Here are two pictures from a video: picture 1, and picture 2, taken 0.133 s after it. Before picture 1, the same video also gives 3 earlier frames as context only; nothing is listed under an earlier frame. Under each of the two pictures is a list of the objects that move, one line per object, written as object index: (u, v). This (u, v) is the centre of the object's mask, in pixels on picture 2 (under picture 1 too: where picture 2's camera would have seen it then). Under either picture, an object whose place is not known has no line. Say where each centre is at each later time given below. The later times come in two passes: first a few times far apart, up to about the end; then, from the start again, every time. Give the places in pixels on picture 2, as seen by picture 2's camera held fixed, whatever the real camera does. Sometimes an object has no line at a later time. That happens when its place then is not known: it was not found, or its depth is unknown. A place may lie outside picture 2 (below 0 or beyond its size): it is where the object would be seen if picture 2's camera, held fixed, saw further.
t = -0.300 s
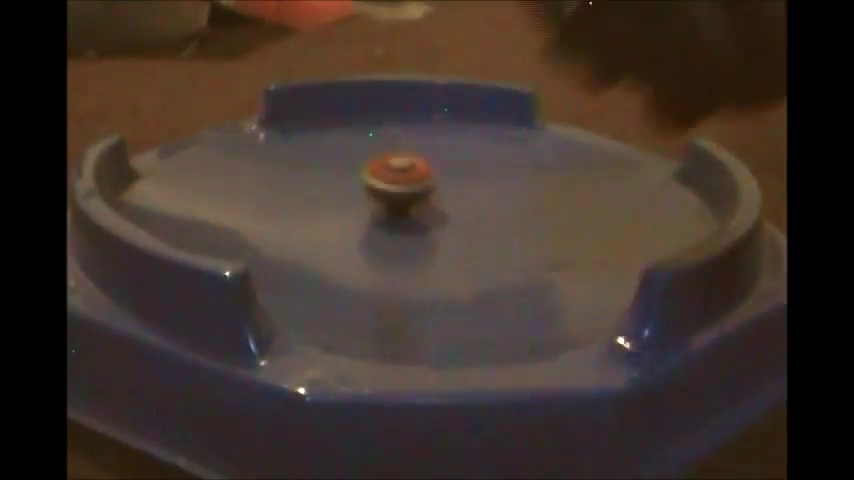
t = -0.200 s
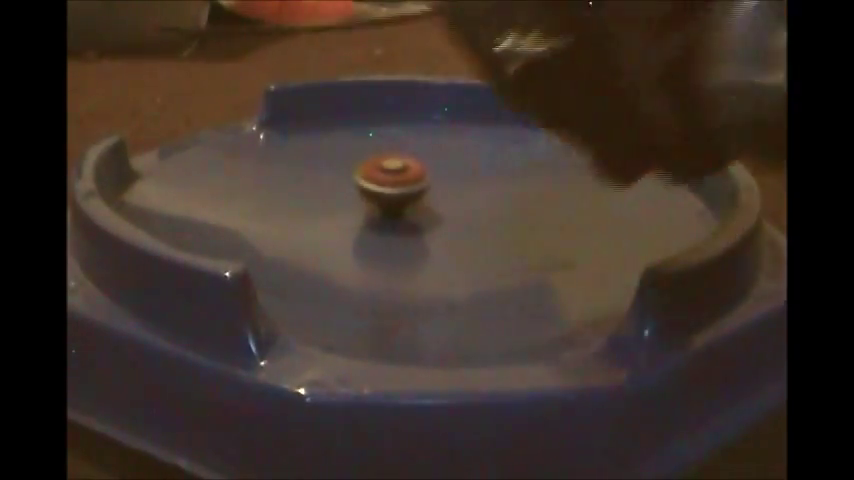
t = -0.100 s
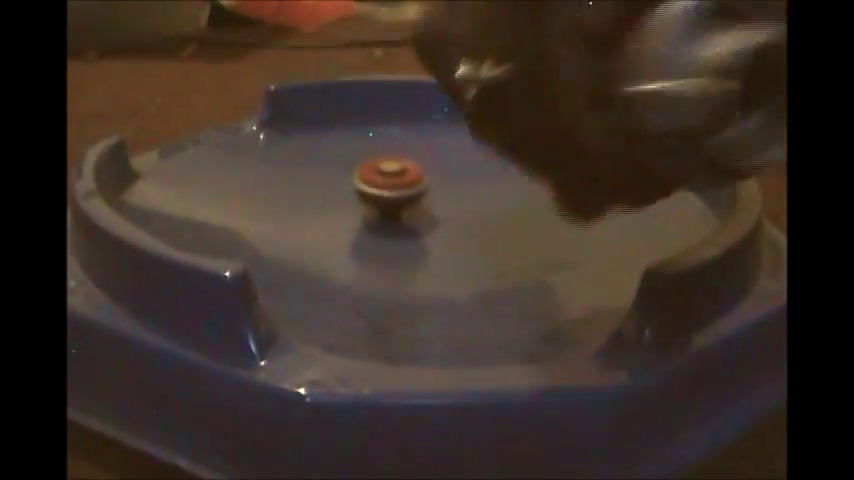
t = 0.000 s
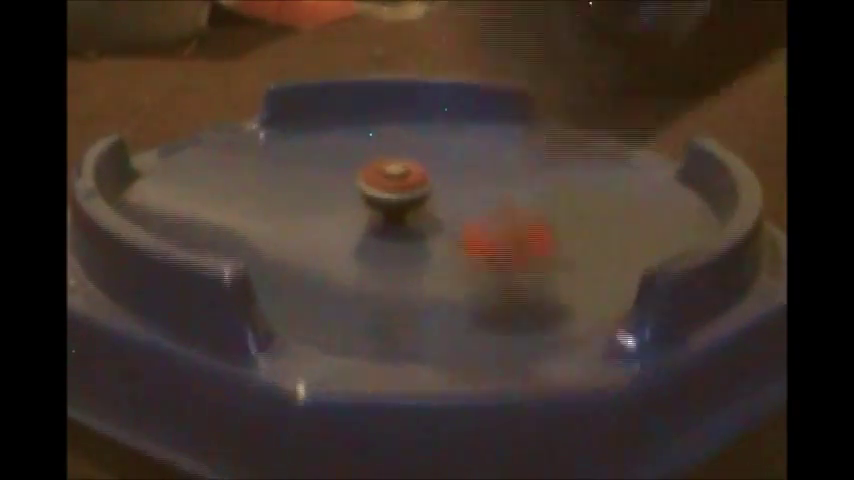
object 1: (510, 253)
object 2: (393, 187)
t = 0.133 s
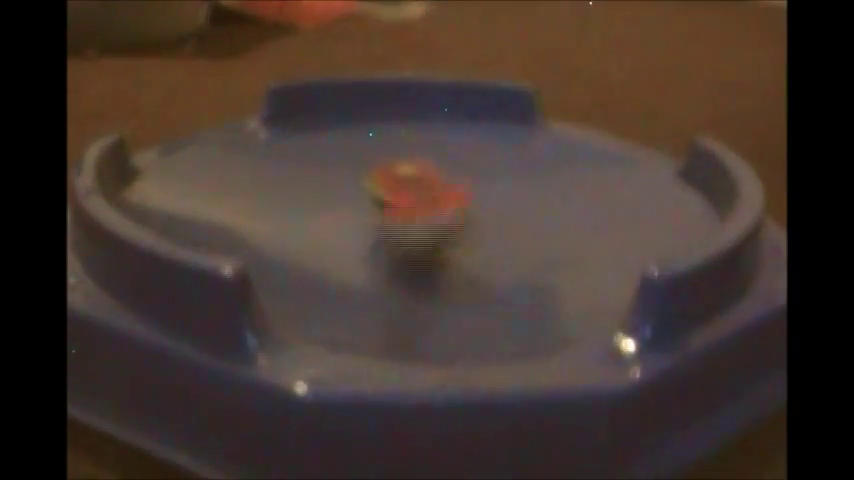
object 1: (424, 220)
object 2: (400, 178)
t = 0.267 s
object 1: (342, 213)
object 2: (435, 184)
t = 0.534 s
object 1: (179, 217)
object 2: (517, 163)
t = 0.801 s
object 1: (462, 302)
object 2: (428, 172)
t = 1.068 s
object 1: (493, 212)
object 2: (404, 205)
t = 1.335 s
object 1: (472, 185)
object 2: (173, 134)
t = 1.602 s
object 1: (174, 152)
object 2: (308, 216)
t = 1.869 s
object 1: (367, 256)
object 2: (414, 224)
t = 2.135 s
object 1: (571, 178)
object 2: (462, 209)
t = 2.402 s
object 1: (344, 105)
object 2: (495, 187)
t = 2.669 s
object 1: (186, 203)
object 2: (468, 169)
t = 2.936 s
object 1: (611, 254)
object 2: (427, 178)
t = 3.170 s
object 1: (597, 135)
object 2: (445, 198)
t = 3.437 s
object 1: (311, 131)
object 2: (489, 220)
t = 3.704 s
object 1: (213, 231)
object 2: (524, 230)
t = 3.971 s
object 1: (557, 272)
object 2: (540, 216)
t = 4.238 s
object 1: (501, 216)
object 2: (493, 176)
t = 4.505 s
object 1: (275, 225)
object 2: (408, 168)
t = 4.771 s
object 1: (455, 283)
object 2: (343, 176)
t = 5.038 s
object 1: (531, 187)
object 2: (327, 191)
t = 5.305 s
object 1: (286, 130)
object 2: (329, 204)
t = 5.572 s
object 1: (236, 208)
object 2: (344, 217)
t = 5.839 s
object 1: (431, 286)
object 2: (557, 175)
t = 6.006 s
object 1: (613, 234)
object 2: (535, 159)
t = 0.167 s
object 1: (408, 201)
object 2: (396, 174)
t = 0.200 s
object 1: (400, 195)
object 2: (417, 221)
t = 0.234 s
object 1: (394, 196)
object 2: (425, 198)
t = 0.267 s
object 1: (342, 213)
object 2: (435, 184)
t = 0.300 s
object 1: (306, 223)
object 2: (457, 177)
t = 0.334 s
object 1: (265, 214)
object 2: (479, 182)
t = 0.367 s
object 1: (230, 217)
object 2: (496, 175)
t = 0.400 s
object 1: (204, 209)
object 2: (512, 171)
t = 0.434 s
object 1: (181, 209)
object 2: (522, 167)
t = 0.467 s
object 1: (170, 208)
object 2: (524, 165)
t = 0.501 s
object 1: (168, 209)
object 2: (522, 164)
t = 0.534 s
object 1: (179, 217)
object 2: (517, 163)
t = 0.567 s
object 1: (201, 228)
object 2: (507, 163)
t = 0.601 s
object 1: (222, 235)
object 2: (496, 162)
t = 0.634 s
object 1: (248, 246)
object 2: (484, 162)
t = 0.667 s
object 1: (280, 260)
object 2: (471, 163)
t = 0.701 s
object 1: (312, 274)
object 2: (459, 164)
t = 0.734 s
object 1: (354, 286)
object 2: (448, 167)
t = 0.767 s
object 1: (405, 294)
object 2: (438, 170)
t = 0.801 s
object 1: (462, 302)
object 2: (428, 172)
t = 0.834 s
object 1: (516, 295)
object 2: (421, 175)
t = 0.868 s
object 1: (570, 285)
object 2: (414, 179)
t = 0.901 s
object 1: (577, 276)
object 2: (410, 184)
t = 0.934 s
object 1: (577, 267)
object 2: (408, 186)
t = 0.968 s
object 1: (565, 254)
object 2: (408, 191)
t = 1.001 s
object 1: (547, 243)
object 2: (408, 195)
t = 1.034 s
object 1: (518, 225)
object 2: (409, 199)
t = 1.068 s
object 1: (493, 212)
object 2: (404, 205)
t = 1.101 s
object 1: (505, 194)
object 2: (358, 180)
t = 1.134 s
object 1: (515, 194)
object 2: (311, 185)
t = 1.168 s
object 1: (522, 194)
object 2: (269, 177)
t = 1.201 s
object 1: (522, 191)
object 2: (234, 164)
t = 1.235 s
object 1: (518, 189)
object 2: (198, 149)
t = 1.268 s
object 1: (507, 188)
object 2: (166, 143)
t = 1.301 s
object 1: (493, 188)
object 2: (168, 132)
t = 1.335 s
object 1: (472, 185)
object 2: (173, 134)
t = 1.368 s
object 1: (445, 180)
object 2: (185, 145)
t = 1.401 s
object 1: (412, 185)
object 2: (198, 153)
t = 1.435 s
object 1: (374, 179)
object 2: (214, 161)
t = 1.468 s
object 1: (337, 164)
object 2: (229, 173)
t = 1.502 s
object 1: (301, 159)
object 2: (249, 188)
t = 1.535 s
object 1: (249, 149)
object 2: (265, 198)
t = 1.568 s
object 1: (210, 149)
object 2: (287, 207)
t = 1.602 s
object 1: (174, 152)
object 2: (308, 216)
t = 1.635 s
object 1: (174, 152)
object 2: (327, 223)
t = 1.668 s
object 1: (187, 174)
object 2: (345, 228)
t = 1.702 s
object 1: (202, 189)
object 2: (359, 230)
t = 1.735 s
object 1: (217, 204)
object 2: (372, 231)
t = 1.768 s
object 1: (242, 222)
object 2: (381, 233)
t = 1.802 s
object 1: (272, 233)
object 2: (391, 232)
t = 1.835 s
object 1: (315, 250)
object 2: (399, 232)
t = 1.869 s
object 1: (367, 256)
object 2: (414, 224)
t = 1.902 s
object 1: (414, 263)
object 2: (417, 215)
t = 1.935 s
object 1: (460, 259)
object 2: (419, 215)
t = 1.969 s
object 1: (501, 253)
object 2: (429, 221)
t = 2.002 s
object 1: (537, 244)
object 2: (437, 218)
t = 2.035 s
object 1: (562, 230)
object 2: (444, 216)
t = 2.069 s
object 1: (574, 213)
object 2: (450, 214)
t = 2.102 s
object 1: (578, 196)
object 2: (456, 211)
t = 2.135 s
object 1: (571, 178)
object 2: (462, 209)
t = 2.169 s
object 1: (557, 161)
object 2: (468, 208)
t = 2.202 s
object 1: (539, 145)
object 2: (474, 206)
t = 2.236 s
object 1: (515, 130)
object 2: (480, 204)
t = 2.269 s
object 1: (485, 117)
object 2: (485, 201)
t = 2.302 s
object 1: (453, 107)
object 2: (488, 198)
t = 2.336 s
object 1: (417, 103)
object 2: (492, 195)
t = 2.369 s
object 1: (378, 103)
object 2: (495, 191)
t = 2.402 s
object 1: (344, 105)
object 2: (495, 187)
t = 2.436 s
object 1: (309, 109)
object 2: (495, 184)
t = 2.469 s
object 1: (276, 116)
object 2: (494, 181)
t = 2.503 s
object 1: (244, 126)
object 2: (490, 178)
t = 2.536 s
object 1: (214, 140)
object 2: (488, 176)
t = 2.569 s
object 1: (197, 150)
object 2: (483, 175)
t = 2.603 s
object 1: (184, 167)
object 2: (478, 173)
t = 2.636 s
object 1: (181, 185)
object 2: (474, 171)
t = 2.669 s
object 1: (186, 203)
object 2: (468, 169)
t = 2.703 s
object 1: (210, 223)
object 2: (462, 170)
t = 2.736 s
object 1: (245, 239)
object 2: (456, 169)
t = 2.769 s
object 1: (290, 257)
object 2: (450, 170)
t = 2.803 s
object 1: (353, 273)
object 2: (444, 170)
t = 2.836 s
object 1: (422, 283)
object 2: (439, 172)
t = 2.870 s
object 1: (496, 287)
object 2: (434, 174)
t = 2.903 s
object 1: (560, 275)
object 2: (430, 175)
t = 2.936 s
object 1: (611, 254)
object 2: (427, 178)
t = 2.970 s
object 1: (650, 233)
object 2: (425, 179)
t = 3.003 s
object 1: (675, 216)
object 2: (425, 183)
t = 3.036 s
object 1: (677, 196)
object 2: (427, 184)
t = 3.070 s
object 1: (666, 178)
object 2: (430, 188)
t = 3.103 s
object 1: (647, 161)
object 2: (435, 192)
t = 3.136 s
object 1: (625, 149)
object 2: (440, 194)
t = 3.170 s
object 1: (597, 135)
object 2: (445, 198)
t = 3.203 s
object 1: (566, 123)
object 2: (451, 202)
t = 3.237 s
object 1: (532, 117)
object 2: (455, 204)
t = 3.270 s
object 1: (495, 117)
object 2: (462, 208)
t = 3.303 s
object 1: (459, 121)
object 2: (466, 212)
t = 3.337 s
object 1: (419, 121)
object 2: (472, 213)
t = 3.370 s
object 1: (381, 123)
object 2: (477, 216)
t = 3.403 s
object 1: (347, 123)
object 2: (483, 218)
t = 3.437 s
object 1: (311, 131)
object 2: (489, 220)
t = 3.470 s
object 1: (279, 139)
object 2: (495, 222)
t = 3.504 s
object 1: (248, 153)
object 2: (500, 224)
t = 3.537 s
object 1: (224, 164)
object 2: (504, 225)
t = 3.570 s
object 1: (204, 177)
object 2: (509, 227)
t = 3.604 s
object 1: (193, 188)
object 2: (513, 228)
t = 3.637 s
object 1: (188, 203)
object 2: (516, 228)
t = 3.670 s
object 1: (195, 219)
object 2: (520, 229)
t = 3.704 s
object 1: (213, 231)
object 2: (524, 230)
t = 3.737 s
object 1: (246, 250)
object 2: (528, 230)
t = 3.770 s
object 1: (293, 275)
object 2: (532, 230)
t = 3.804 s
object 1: (355, 294)
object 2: (535, 229)
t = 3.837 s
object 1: (431, 293)
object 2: (538, 227)
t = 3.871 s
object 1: (506, 294)
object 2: (541, 224)
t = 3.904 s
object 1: (563, 284)
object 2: (540, 221)
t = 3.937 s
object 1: (563, 265)
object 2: (537, 214)
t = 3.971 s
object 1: (557, 272)
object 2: (540, 216)
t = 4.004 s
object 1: (552, 273)
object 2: (541, 216)
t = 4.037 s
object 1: (549, 262)
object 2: (538, 213)
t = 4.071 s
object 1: (552, 251)
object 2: (535, 209)
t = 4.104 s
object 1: (553, 244)
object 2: (530, 202)
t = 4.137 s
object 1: (549, 240)
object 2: (524, 195)
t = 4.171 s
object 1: (540, 232)
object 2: (514, 187)
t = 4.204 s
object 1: (523, 224)
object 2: (504, 181)
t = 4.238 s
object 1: (501, 216)
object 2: (493, 176)
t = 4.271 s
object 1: (480, 214)
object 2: (485, 173)
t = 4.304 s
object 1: (448, 211)
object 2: (478, 172)
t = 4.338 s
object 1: (418, 211)
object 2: (466, 172)
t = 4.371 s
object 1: (385, 210)
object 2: (454, 170)
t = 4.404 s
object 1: (354, 214)
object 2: (443, 169)
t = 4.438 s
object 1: (323, 216)
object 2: (432, 169)
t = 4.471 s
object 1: (293, 222)
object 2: (419, 168)
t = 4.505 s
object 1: (275, 225)
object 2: (408, 168)
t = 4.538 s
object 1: (262, 229)
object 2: (398, 168)
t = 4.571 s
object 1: (257, 234)
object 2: (389, 168)
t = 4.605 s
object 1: (264, 241)
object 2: (380, 169)
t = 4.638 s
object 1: (277, 251)
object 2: (372, 170)
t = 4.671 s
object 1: (302, 263)
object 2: (364, 170)
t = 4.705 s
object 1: (345, 274)
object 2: (356, 172)
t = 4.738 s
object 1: (398, 282)
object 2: (349, 174)
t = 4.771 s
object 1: (455, 283)
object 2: (343, 176)
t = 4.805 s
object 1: (507, 280)
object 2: (339, 178)
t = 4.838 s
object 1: (546, 271)
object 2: (335, 180)
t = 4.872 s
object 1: (568, 257)
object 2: (331, 182)
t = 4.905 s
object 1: (579, 243)
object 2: (330, 184)
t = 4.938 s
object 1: (579, 229)
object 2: (328, 187)
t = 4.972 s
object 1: (569, 214)
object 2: (328, 188)
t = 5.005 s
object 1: (554, 200)
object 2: (327, 190)
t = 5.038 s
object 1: (531, 187)
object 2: (327, 191)
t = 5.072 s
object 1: (507, 175)
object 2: (326, 193)
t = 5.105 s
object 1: (481, 169)
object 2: (326, 195)
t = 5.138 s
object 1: (451, 158)
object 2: (326, 195)
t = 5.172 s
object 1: (418, 148)
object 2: (326, 197)
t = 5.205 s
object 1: (388, 146)
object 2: (327, 200)
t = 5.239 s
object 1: (354, 141)
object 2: (328, 202)
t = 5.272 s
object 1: (319, 135)
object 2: (328, 204)
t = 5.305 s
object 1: (286, 130)
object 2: (329, 204)
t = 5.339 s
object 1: (253, 131)
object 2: (331, 207)
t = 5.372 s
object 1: (220, 135)
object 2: (333, 208)
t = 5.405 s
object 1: (193, 140)
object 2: (334, 209)
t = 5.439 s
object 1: (169, 148)
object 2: (337, 211)
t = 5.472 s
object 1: (174, 151)
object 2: (338, 212)
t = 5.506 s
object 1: (190, 171)
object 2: (340, 215)
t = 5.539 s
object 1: (209, 190)
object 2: (342, 216)
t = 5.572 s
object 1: (236, 208)
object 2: (344, 217)
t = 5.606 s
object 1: (268, 222)
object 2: (352, 222)
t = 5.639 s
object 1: (262, 232)
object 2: (391, 213)
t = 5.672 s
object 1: (257, 239)
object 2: (437, 213)
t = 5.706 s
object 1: (266, 250)
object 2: (476, 206)
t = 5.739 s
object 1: (285, 261)
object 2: (507, 202)
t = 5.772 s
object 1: (319, 272)
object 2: (532, 191)
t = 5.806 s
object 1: (372, 280)
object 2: (548, 182)
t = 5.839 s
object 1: (431, 286)
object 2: (557, 175)
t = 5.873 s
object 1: (489, 283)
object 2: (560, 170)
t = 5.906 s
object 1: (537, 274)
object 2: (557, 166)
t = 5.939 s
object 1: (572, 261)
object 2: (549, 163)
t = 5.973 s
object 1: (597, 249)
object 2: (543, 160)
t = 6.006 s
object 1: (613, 234)
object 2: (535, 159)
